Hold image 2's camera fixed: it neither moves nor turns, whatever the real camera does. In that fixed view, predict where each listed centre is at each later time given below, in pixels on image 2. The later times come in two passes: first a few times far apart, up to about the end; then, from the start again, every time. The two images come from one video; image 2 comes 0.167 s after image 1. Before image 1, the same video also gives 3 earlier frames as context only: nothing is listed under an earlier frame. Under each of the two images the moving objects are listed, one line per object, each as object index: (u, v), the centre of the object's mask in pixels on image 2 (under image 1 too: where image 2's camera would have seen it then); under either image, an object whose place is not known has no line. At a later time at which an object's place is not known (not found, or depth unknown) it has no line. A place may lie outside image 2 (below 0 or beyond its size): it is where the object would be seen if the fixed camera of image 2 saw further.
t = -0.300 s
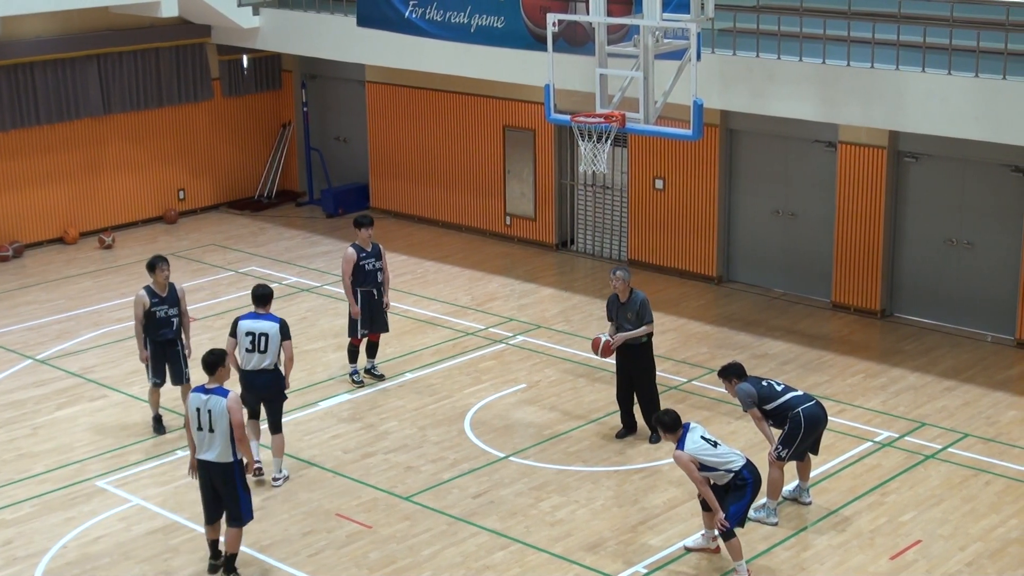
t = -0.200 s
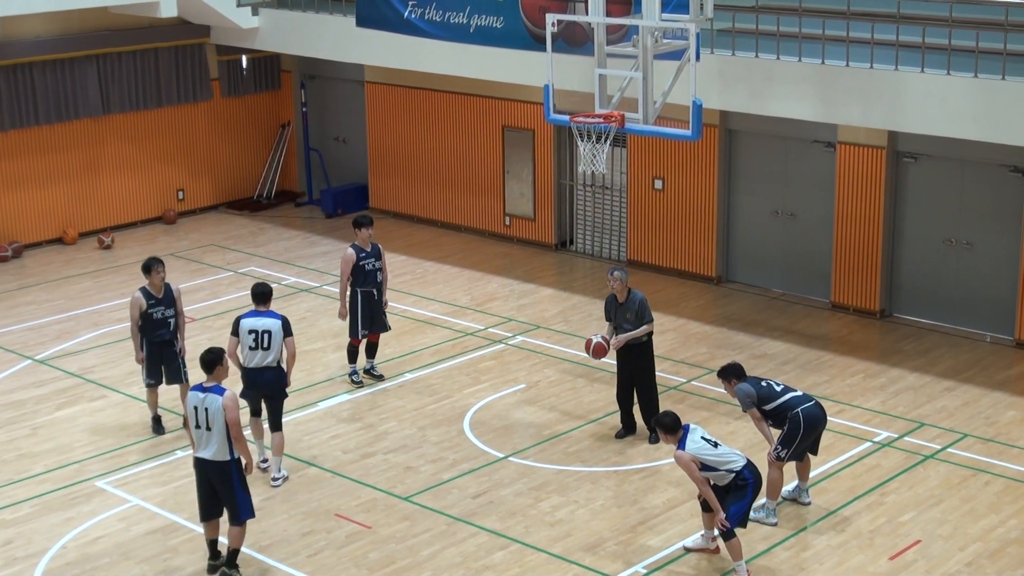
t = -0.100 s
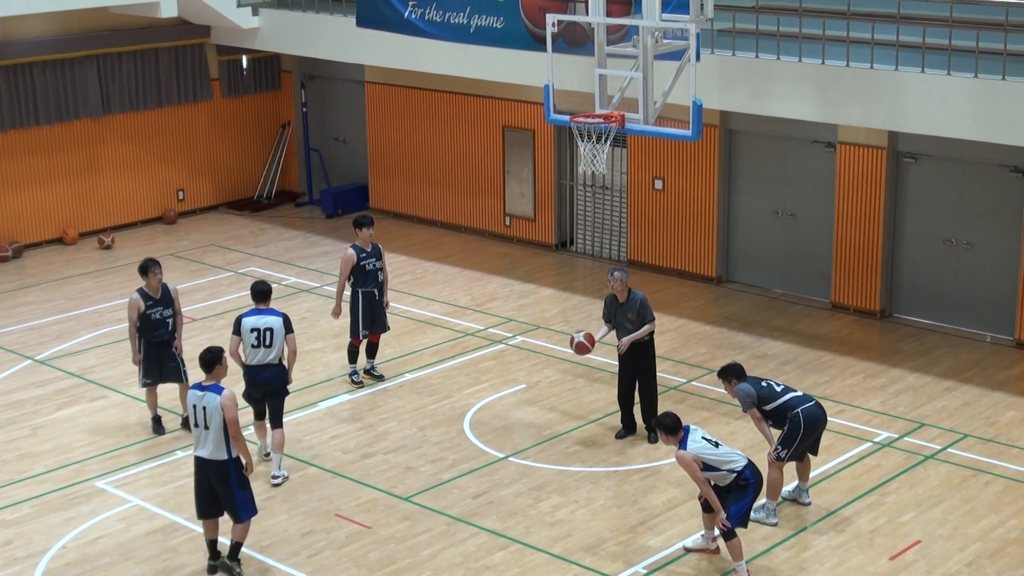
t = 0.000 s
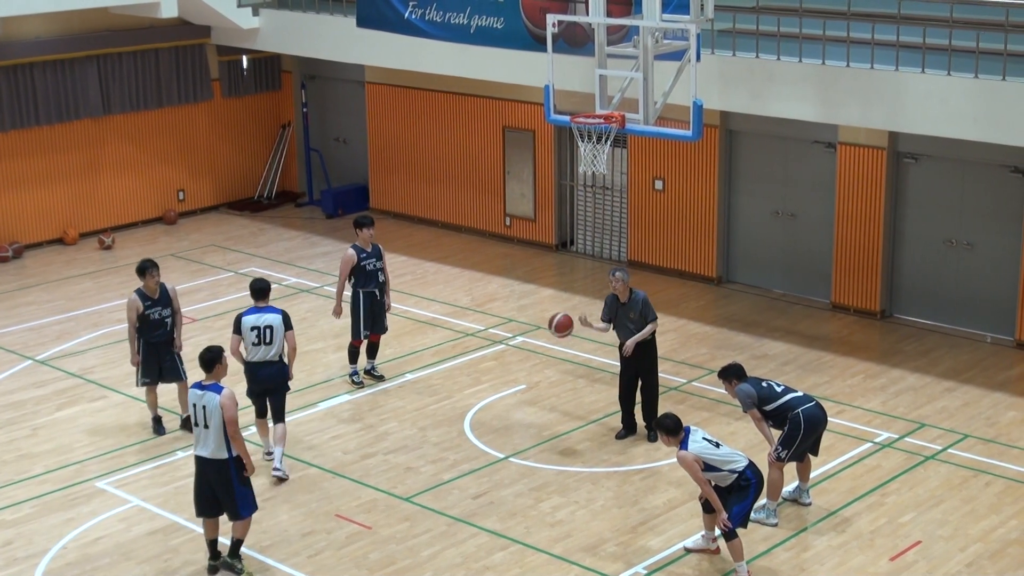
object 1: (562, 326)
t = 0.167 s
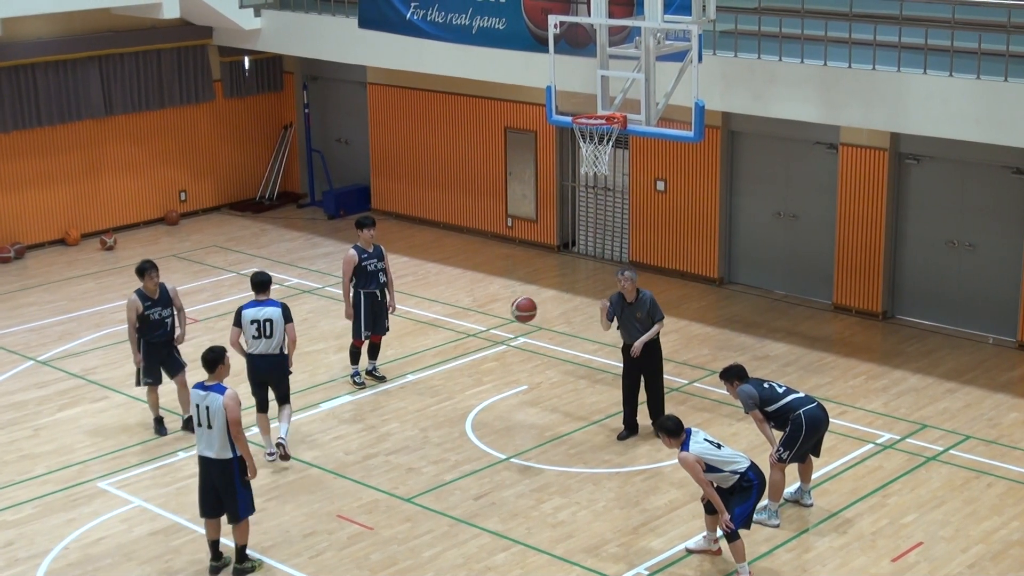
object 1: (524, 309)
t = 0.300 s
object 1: (492, 316)
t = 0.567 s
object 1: (427, 387)
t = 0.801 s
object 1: (371, 509)
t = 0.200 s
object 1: (516, 309)
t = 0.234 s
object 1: (508, 310)
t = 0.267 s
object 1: (500, 312)
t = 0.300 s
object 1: (492, 316)
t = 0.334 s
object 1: (484, 320)
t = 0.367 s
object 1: (476, 326)
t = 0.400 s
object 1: (468, 333)
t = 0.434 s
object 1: (460, 341)
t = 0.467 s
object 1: (452, 351)
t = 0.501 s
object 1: (444, 361)
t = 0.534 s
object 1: (435, 374)
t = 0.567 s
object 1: (427, 387)
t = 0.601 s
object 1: (419, 401)
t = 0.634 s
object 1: (411, 417)
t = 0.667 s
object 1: (403, 434)
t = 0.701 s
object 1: (395, 452)
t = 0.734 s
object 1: (387, 472)
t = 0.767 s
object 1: (379, 492)
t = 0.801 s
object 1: (371, 509)
